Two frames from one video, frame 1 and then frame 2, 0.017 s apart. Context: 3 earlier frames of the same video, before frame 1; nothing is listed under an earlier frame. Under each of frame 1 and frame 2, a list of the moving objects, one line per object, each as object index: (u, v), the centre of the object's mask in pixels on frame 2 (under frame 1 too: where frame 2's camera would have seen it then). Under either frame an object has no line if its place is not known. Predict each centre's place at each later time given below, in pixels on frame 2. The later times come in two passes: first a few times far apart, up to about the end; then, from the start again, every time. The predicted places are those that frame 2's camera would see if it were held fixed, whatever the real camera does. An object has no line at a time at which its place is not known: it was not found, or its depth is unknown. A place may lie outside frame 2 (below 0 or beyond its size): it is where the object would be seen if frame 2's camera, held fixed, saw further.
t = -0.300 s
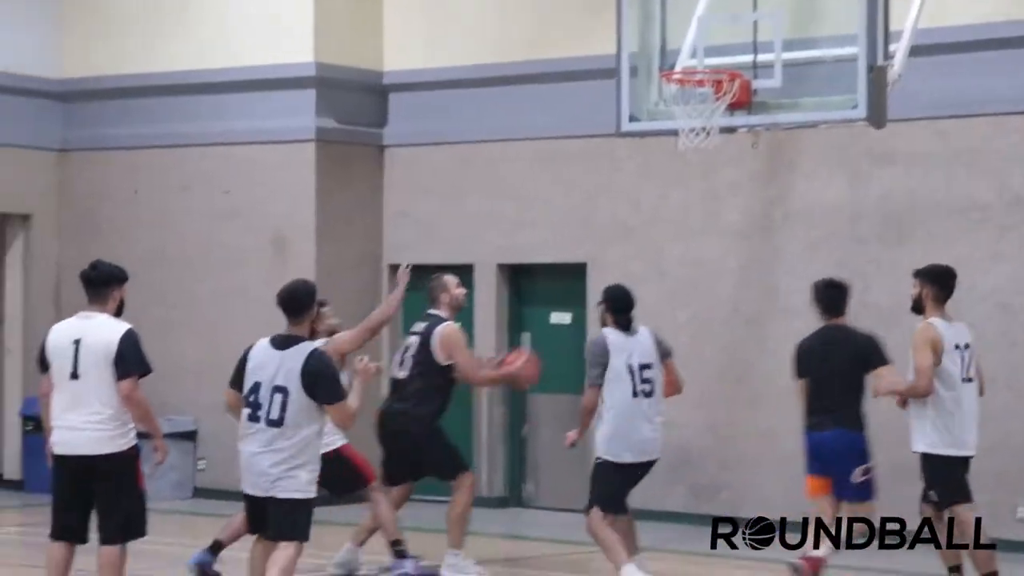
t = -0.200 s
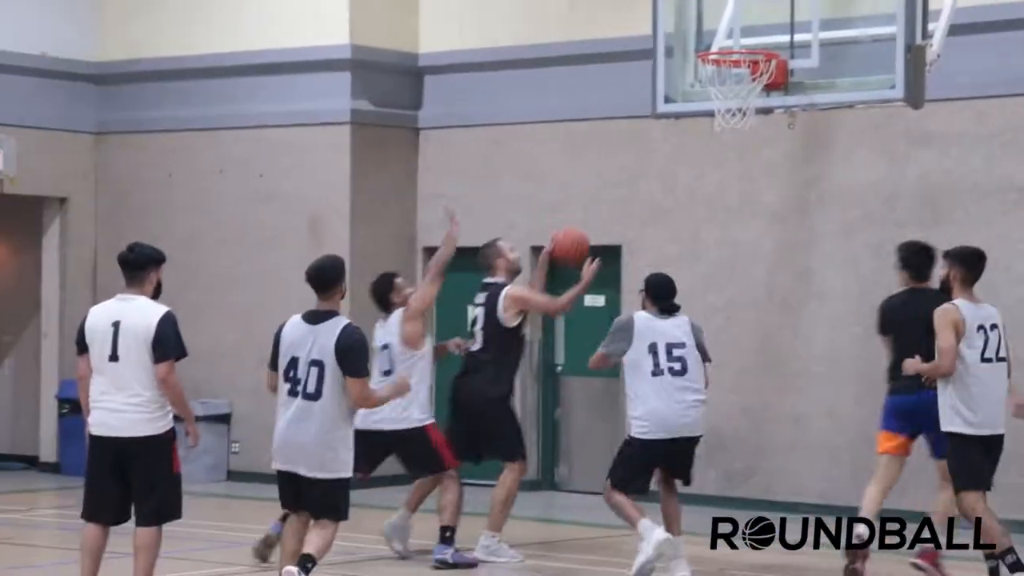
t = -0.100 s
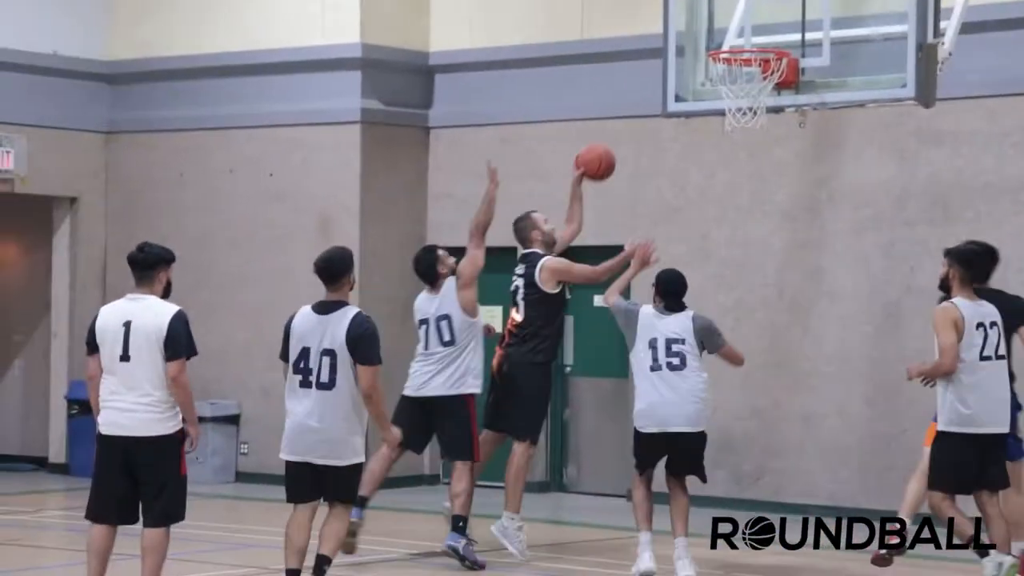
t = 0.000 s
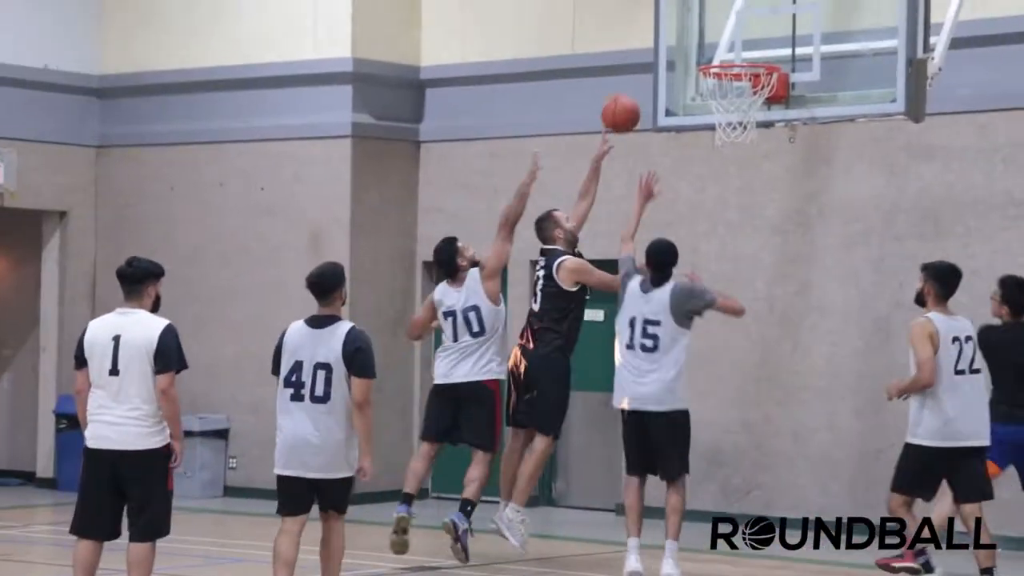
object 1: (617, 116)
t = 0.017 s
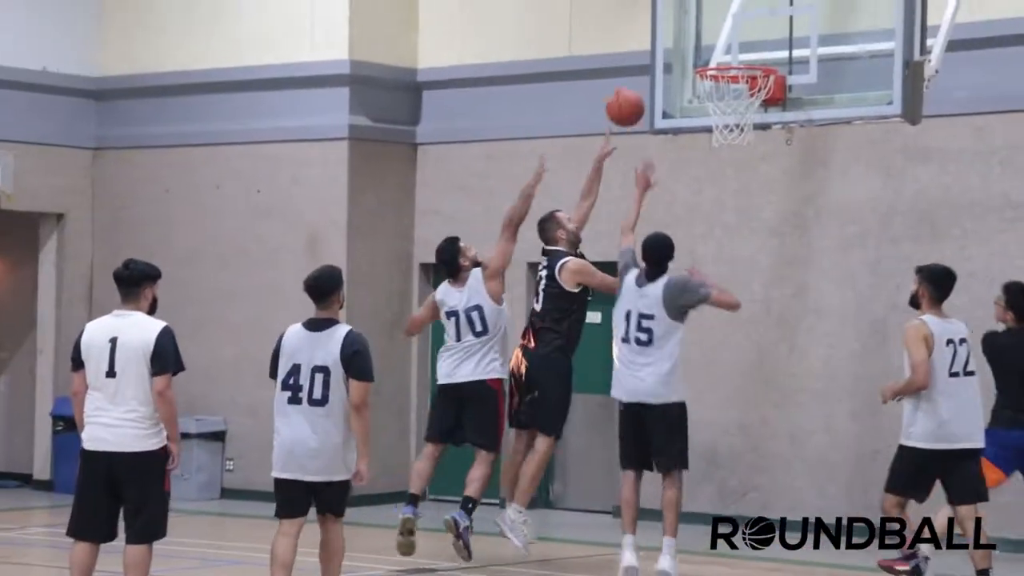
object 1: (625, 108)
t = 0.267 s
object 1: (735, 29)
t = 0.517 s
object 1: (749, 54)
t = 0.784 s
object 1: (751, 74)
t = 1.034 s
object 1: (714, 100)
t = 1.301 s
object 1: (710, 158)
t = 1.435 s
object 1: (710, 226)
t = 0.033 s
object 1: (632, 100)
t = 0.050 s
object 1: (640, 91)
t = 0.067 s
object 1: (647, 84)
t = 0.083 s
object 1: (655, 77)
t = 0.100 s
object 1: (663, 70)
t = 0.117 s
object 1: (670, 64)
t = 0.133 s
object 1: (678, 59)
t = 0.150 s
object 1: (685, 53)
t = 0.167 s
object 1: (693, 49)
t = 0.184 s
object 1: (700, 44)
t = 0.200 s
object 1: (707, 40)
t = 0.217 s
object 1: (715, 37)
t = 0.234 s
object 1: (722, 33)
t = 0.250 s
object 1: (730, 31)
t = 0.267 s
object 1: (735, 29)
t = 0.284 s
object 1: (737, 29)
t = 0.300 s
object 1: (738, 29)
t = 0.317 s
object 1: (740, 29)
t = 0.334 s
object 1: (741, 30)
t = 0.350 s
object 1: (742, 31)
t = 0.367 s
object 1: (744, 32)
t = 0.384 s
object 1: (746, 34)
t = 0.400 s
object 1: (747, 37)
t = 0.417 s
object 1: (749, 39)
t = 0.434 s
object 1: (751, 43)
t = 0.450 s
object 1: (752, 47)
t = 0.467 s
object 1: (754, 50)
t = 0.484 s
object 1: (756, 53)
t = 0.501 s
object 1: (755, 57)
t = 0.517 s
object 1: (749, 54)
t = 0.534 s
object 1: (740, 59)
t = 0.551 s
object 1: (735, 62)
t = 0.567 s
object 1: (726, 64)
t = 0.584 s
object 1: (721, 67)
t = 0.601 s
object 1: (719, 68)
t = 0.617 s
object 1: (720, 68)
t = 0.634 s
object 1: (720, 68)
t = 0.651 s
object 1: (721, 68)
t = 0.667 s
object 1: (722, 69)
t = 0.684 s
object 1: (725, 71)
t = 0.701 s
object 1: (729, 70)
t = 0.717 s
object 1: (735, 71)
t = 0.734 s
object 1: (739, 72)
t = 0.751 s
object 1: (744, 73)
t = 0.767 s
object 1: (747, 74)
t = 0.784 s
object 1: (751, 74)
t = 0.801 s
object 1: (751, 75)
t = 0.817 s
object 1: (749, 75)
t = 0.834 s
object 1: (746, 77)
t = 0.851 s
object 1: (743, 79)
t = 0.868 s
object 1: (739, 84)
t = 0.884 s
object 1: (738, 84)
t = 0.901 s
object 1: (735, 86)
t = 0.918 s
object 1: (727, 90)
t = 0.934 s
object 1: (725, 92)
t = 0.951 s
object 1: (724, 91)
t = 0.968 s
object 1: (721, 93)
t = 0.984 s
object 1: (719, 96)
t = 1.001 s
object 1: (717, 98)
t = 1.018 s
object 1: (716, 99)
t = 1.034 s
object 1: (714, 100)
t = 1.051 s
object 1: (713, 101)
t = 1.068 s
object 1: (712, 102)
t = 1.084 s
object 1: (712, 105)
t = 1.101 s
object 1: (710, 106)
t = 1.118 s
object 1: (710, 109)
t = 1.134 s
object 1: (711, 112)
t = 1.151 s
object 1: (713, 120)
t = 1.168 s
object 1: (712, 123)
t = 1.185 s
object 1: (710, 128)
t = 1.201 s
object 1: (707, 133)
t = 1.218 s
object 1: (708, 136)
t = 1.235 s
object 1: (708, 139)
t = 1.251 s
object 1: (709, 143)
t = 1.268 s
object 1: (710, 147)
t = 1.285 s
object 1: (710, 152)
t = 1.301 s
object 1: (710, 158)
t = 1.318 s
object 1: (710, 165)
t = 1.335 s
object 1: (710, 172)
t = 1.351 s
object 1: (710, 180)
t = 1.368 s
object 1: (710, 188)
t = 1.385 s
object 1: (710, 198)
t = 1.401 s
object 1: (710, 206)
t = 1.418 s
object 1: (710, 216)
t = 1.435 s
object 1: (710, 226)
